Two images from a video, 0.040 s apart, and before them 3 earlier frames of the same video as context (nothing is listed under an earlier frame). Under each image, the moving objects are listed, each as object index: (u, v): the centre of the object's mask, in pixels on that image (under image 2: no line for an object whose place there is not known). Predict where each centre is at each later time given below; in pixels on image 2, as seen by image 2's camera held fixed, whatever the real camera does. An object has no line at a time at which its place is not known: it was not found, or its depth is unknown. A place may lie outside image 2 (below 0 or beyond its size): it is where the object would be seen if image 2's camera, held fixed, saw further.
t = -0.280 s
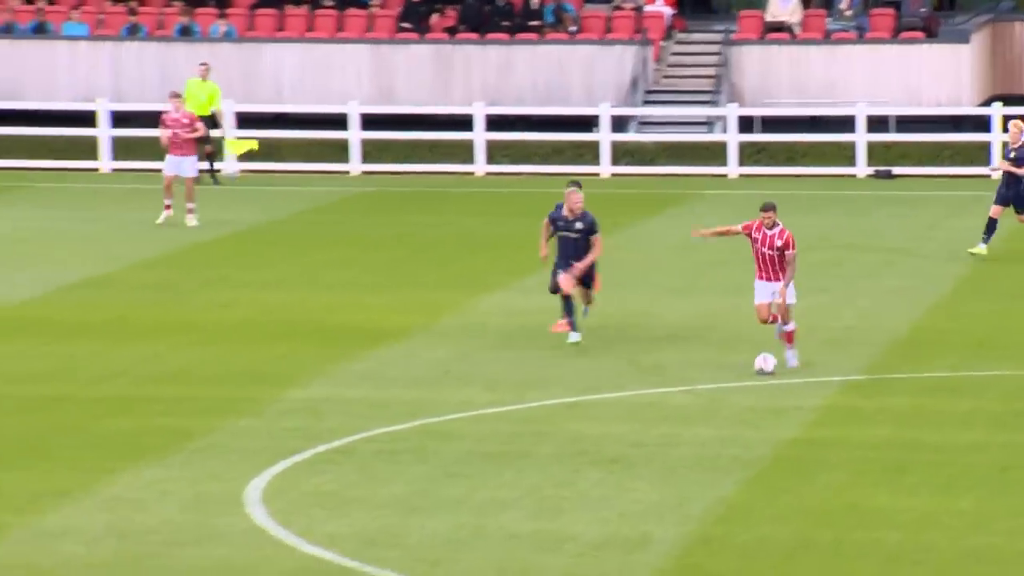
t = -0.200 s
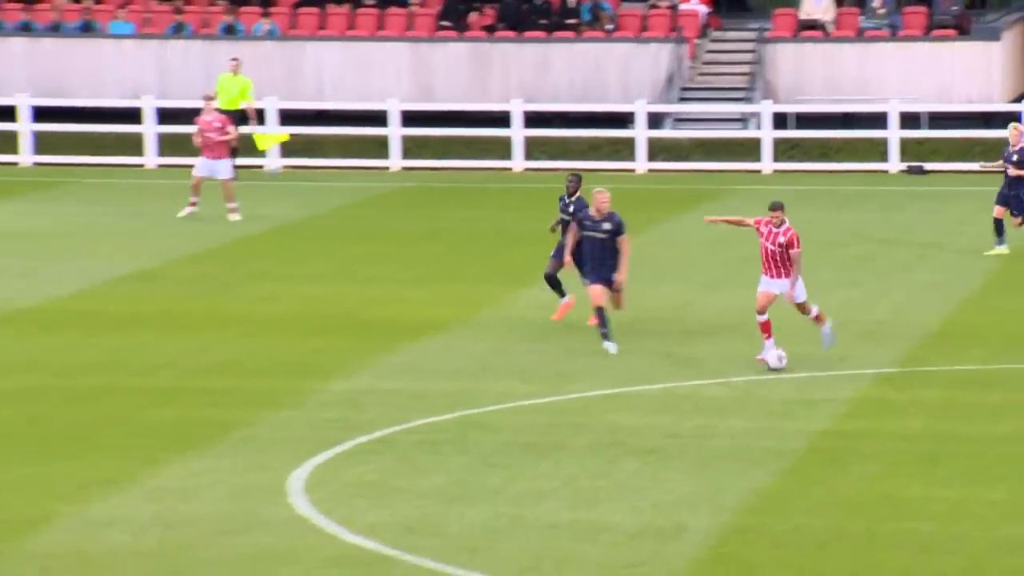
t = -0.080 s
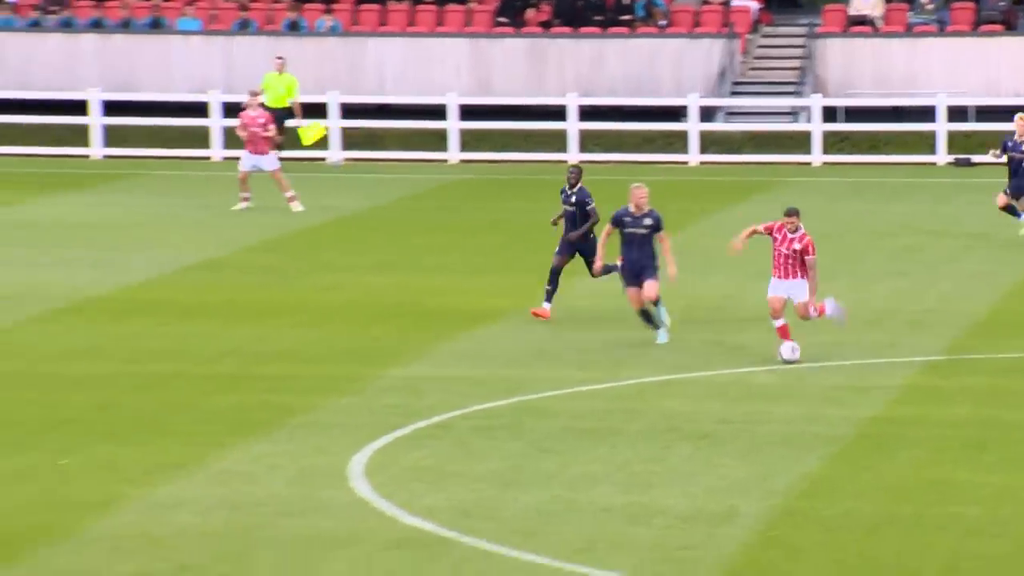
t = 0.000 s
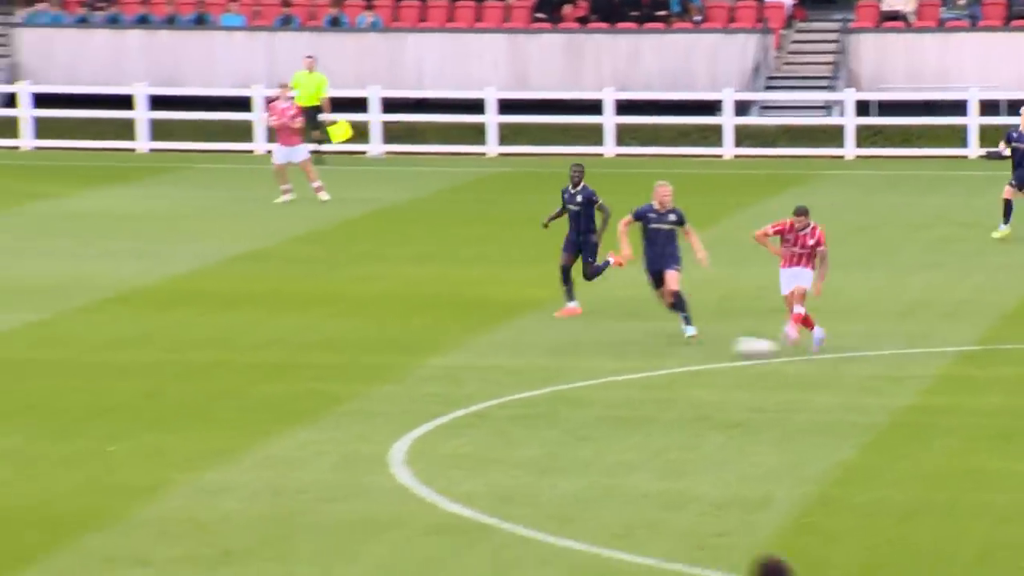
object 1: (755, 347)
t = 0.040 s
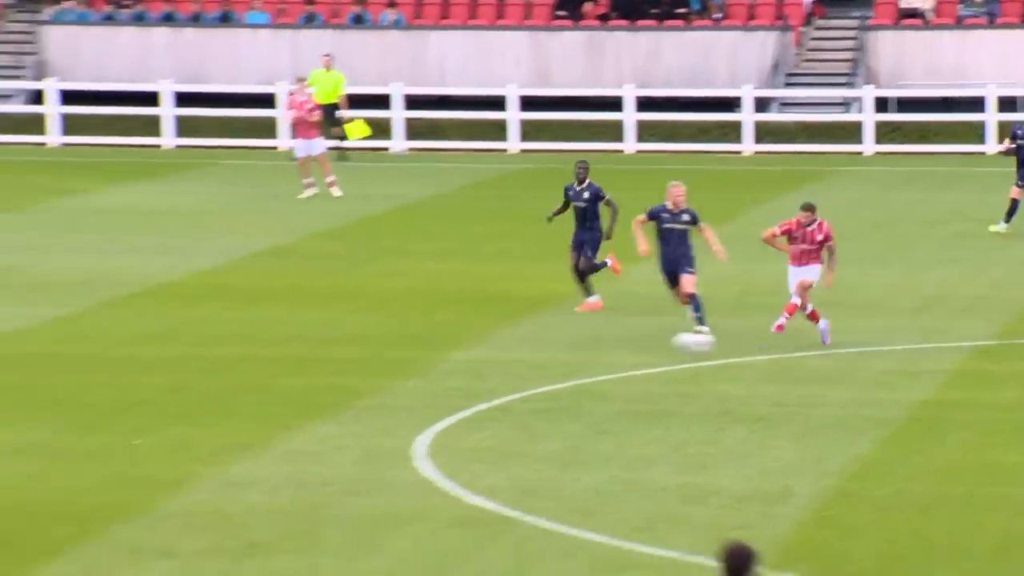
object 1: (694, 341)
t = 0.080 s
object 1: (614, 343)
